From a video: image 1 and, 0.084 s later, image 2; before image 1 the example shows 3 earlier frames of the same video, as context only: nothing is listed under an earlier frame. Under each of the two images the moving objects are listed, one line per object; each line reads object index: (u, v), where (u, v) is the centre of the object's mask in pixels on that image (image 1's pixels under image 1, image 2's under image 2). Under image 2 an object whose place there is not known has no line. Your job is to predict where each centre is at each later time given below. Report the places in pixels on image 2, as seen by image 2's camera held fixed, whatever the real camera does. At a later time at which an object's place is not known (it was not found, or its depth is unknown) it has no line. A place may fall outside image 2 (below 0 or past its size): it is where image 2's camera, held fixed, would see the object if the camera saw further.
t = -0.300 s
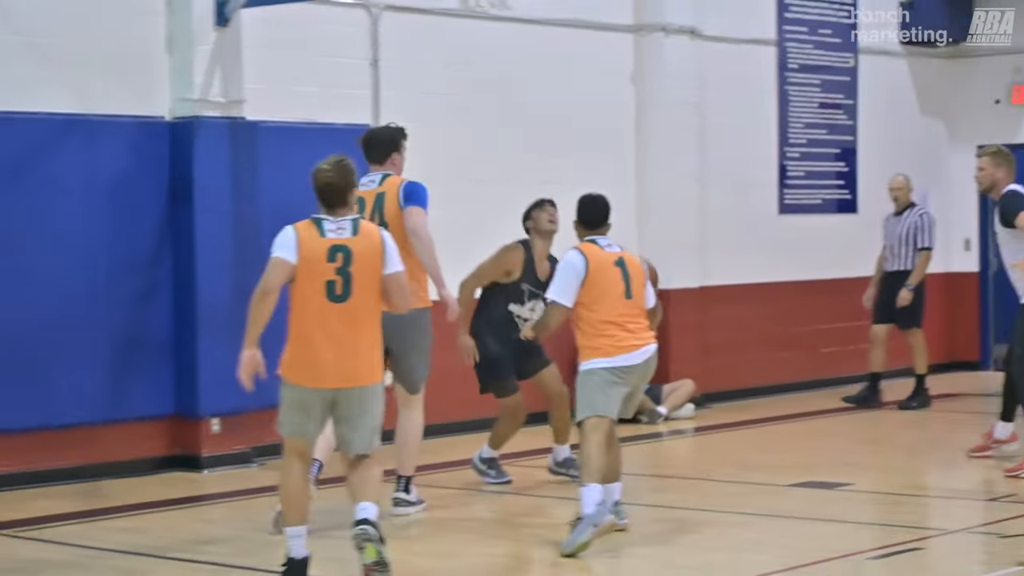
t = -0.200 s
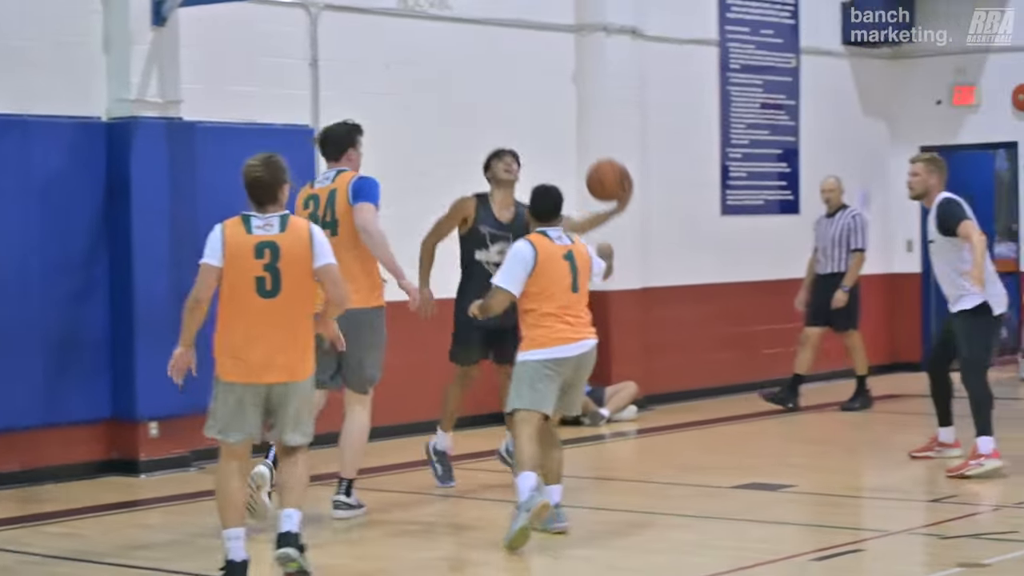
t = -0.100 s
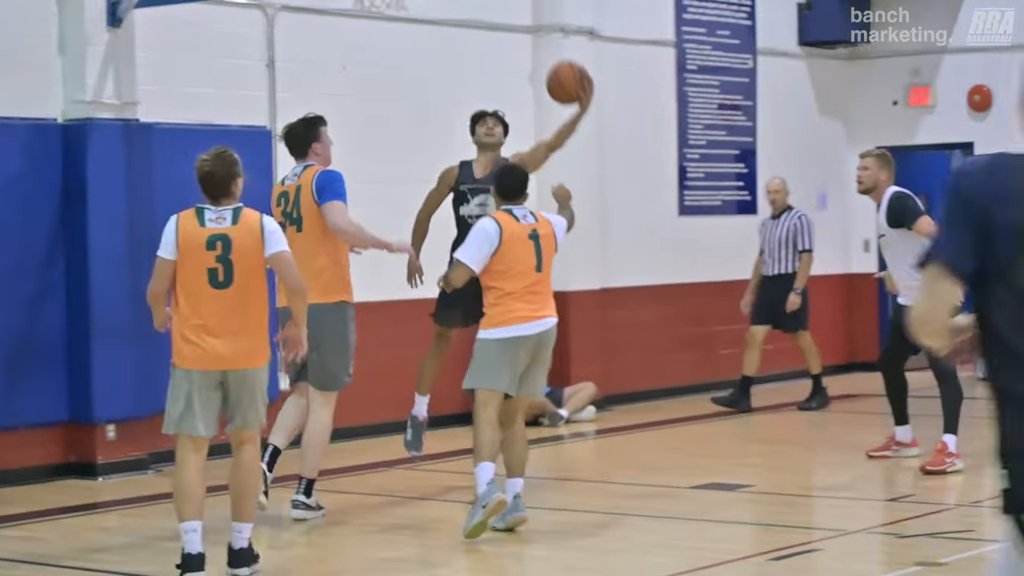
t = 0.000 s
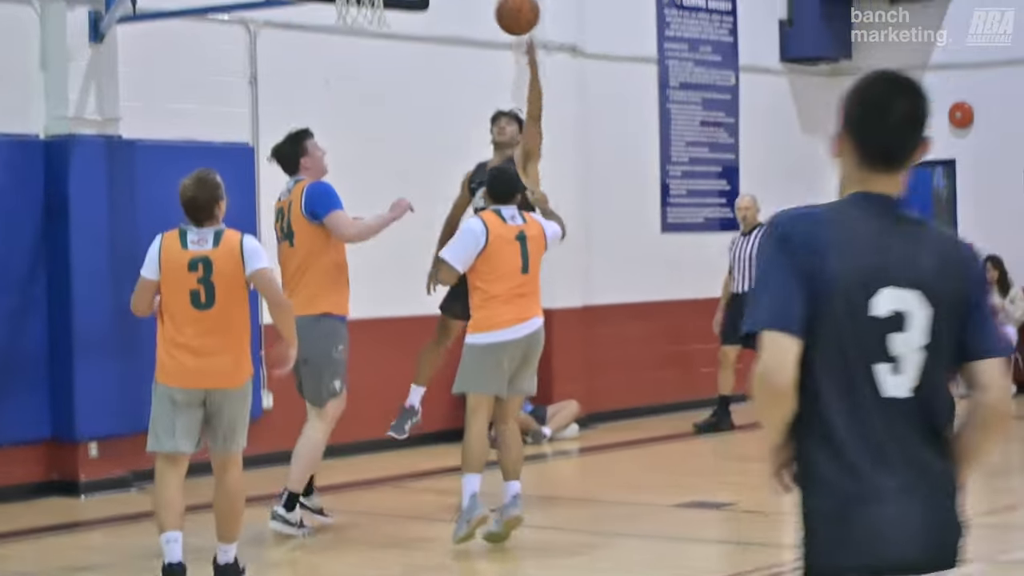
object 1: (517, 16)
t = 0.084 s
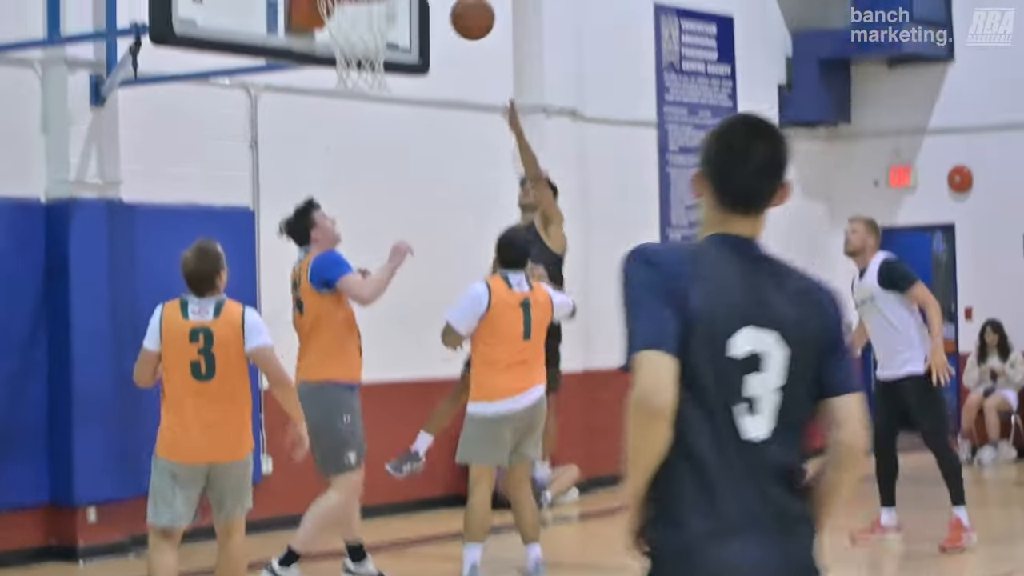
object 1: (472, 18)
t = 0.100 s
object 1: (463, 6)
